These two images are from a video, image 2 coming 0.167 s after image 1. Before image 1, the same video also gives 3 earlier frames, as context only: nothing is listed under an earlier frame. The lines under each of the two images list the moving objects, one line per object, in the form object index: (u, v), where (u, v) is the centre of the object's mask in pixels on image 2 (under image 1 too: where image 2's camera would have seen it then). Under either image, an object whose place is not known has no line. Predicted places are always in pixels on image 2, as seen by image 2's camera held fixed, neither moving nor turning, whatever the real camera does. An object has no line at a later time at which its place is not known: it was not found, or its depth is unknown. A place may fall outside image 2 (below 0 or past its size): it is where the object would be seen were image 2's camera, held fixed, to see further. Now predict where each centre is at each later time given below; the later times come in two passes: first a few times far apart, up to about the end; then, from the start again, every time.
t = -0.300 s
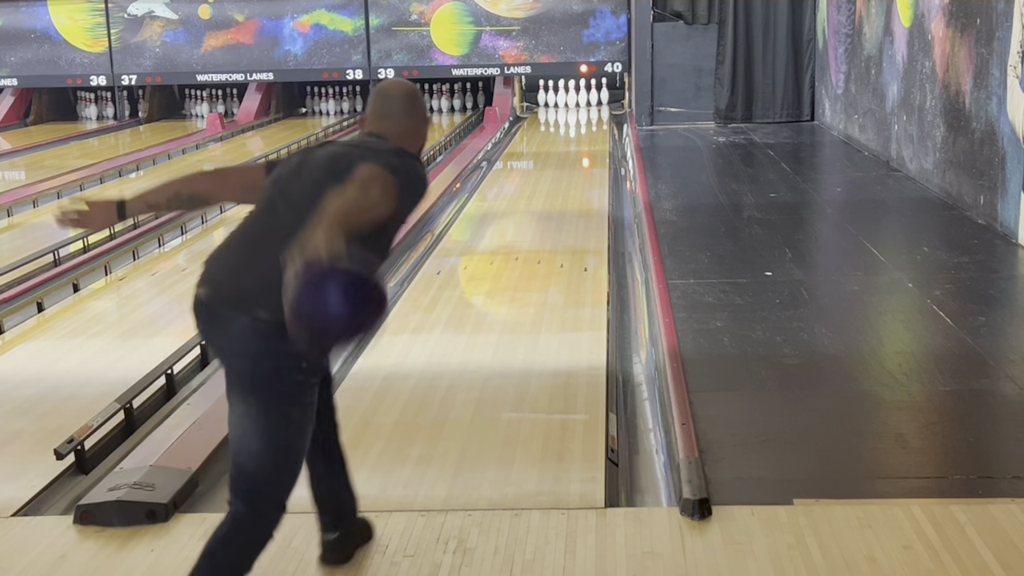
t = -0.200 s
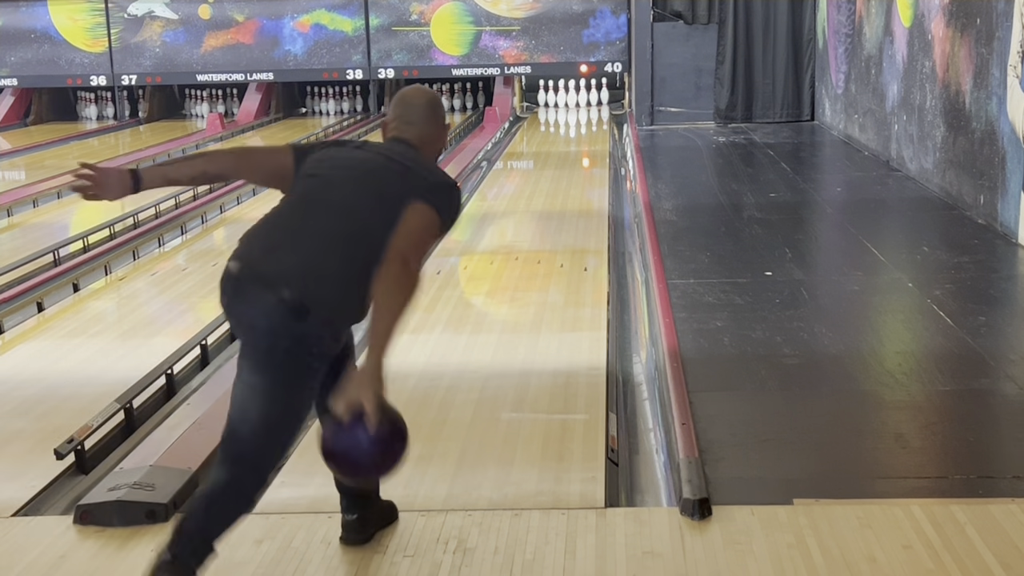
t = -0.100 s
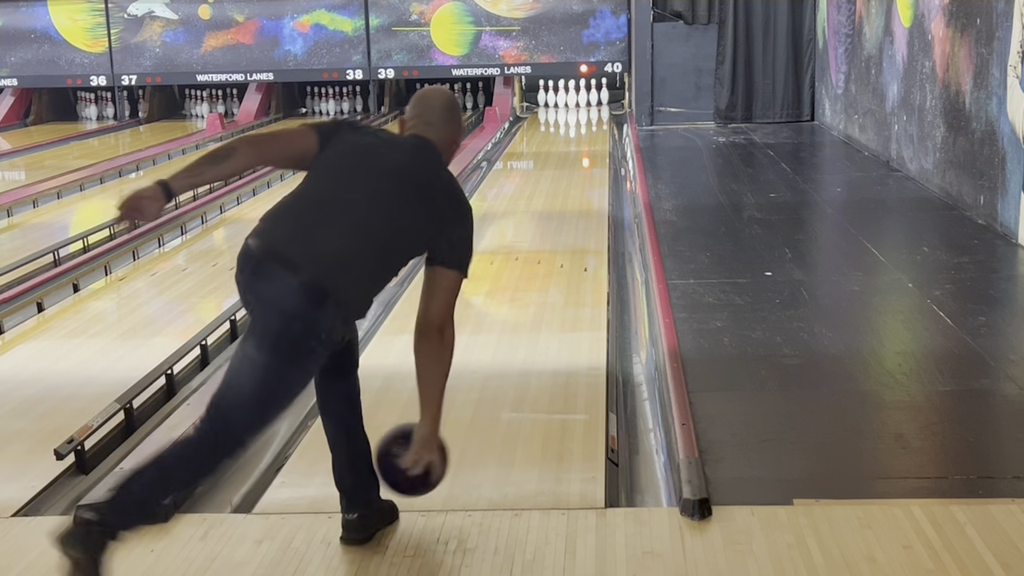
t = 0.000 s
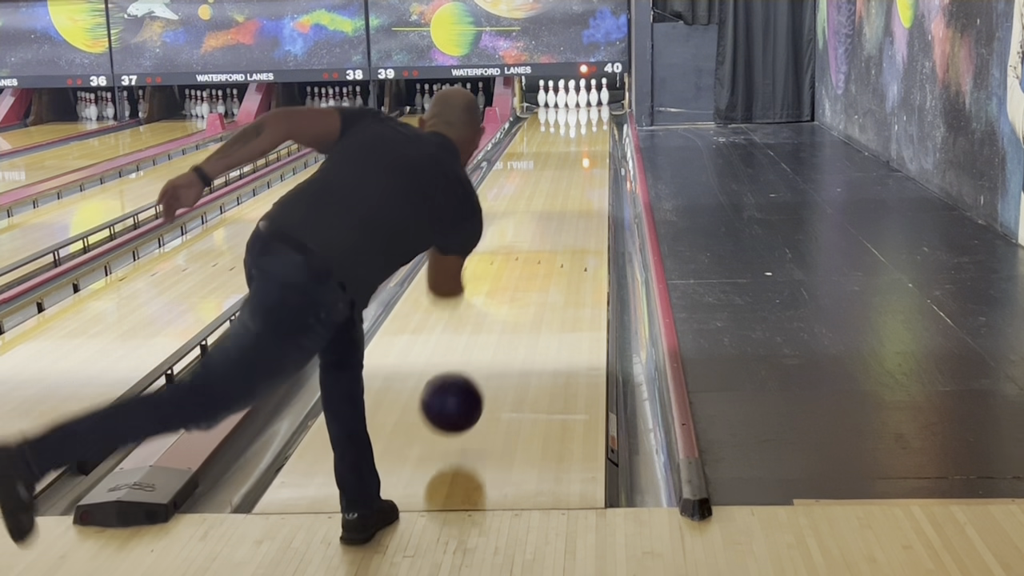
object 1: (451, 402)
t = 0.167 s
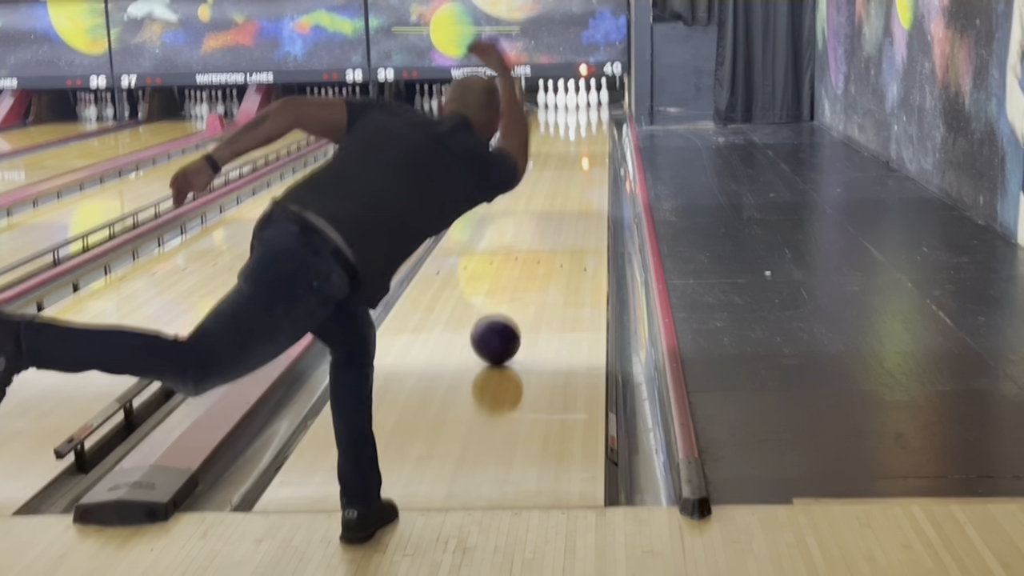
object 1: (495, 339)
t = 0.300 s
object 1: (519, 294)
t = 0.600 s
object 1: (552, 228)
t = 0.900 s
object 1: (571, 187)
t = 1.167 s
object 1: (582, 161)
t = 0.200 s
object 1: (502, 326)
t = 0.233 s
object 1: (508, 316)
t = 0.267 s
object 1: (514, 305)
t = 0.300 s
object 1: (519, 294)
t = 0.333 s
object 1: (524, 285)
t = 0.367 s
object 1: (528, 276)
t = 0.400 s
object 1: (533, 268)
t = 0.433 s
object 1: (530, 267)
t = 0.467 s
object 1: (545, 248)
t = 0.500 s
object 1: (543, 246)
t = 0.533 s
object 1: (546, 240)
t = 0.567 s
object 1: (549, 234)
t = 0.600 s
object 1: (552, 228)
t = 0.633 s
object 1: (555, 223)
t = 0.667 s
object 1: (557, 218)
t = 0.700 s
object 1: (560, 213)
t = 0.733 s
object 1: (562, 208)
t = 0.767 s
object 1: (564, 204)
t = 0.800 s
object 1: (566, 200)
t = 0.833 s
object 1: (568, 195)
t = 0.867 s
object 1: (569, 191)
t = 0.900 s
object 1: (571, 187)
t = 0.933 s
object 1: (573, 184)
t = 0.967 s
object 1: (574, 180)
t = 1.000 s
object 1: (575, 176)
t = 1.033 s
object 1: (577, 173)
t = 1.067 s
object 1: (578, 170)
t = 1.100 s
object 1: (579, 167)
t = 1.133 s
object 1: (580, 164)
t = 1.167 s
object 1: (582, 161)
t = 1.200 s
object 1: (582, 159)
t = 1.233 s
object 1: (583, 156)
